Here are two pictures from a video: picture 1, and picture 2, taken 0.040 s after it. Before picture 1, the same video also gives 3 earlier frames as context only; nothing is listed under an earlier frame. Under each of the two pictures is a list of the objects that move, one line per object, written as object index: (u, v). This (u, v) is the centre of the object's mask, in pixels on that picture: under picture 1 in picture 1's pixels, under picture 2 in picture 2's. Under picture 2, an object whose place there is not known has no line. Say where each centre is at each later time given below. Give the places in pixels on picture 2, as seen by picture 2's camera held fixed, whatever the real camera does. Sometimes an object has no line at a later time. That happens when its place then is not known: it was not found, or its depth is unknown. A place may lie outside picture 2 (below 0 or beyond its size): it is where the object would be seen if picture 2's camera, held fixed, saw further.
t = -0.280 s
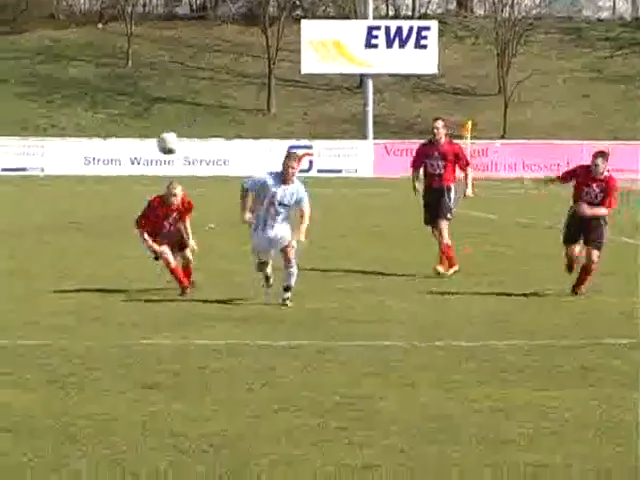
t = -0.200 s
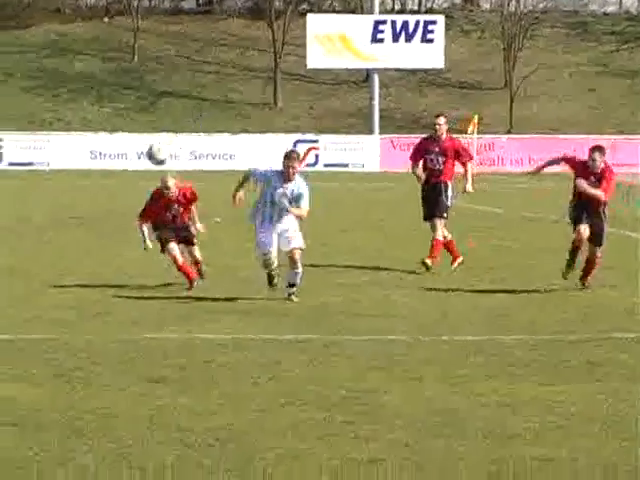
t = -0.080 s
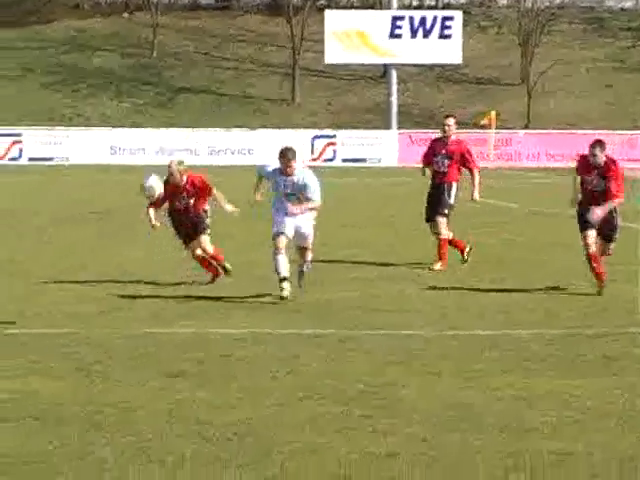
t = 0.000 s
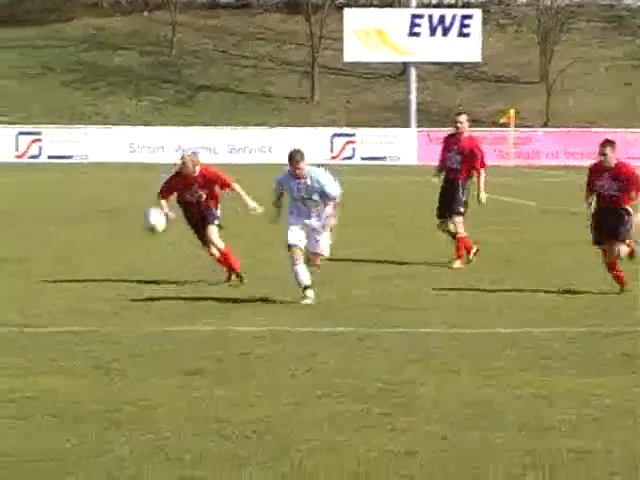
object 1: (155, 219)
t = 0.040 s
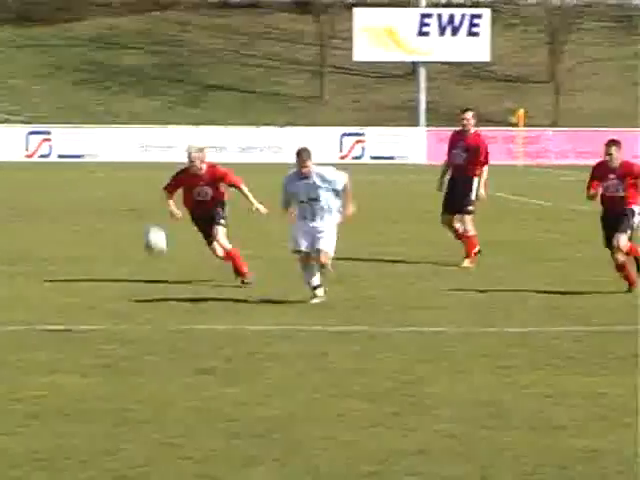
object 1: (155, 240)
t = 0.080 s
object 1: (147, 262)
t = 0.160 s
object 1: (130, 317)
